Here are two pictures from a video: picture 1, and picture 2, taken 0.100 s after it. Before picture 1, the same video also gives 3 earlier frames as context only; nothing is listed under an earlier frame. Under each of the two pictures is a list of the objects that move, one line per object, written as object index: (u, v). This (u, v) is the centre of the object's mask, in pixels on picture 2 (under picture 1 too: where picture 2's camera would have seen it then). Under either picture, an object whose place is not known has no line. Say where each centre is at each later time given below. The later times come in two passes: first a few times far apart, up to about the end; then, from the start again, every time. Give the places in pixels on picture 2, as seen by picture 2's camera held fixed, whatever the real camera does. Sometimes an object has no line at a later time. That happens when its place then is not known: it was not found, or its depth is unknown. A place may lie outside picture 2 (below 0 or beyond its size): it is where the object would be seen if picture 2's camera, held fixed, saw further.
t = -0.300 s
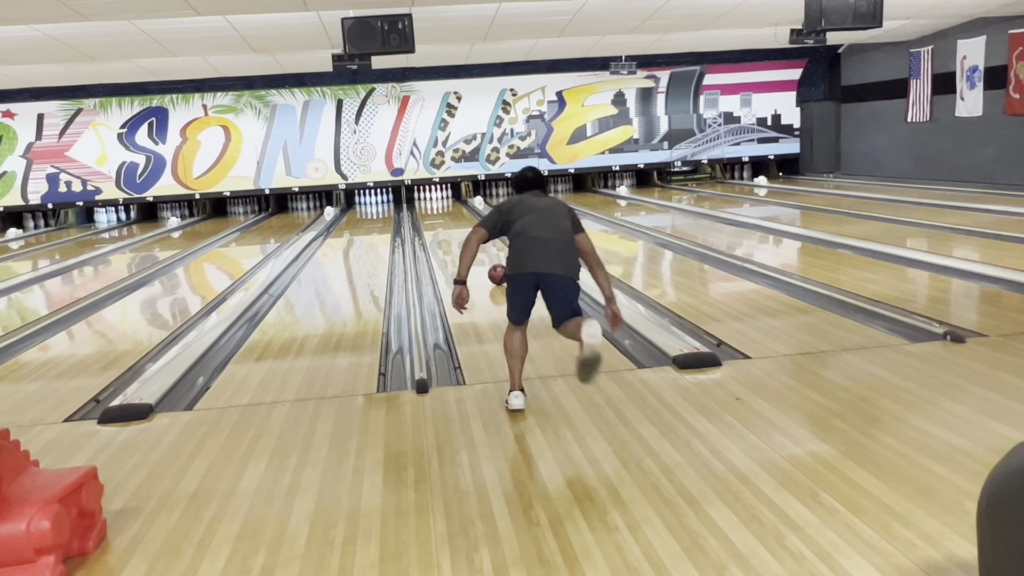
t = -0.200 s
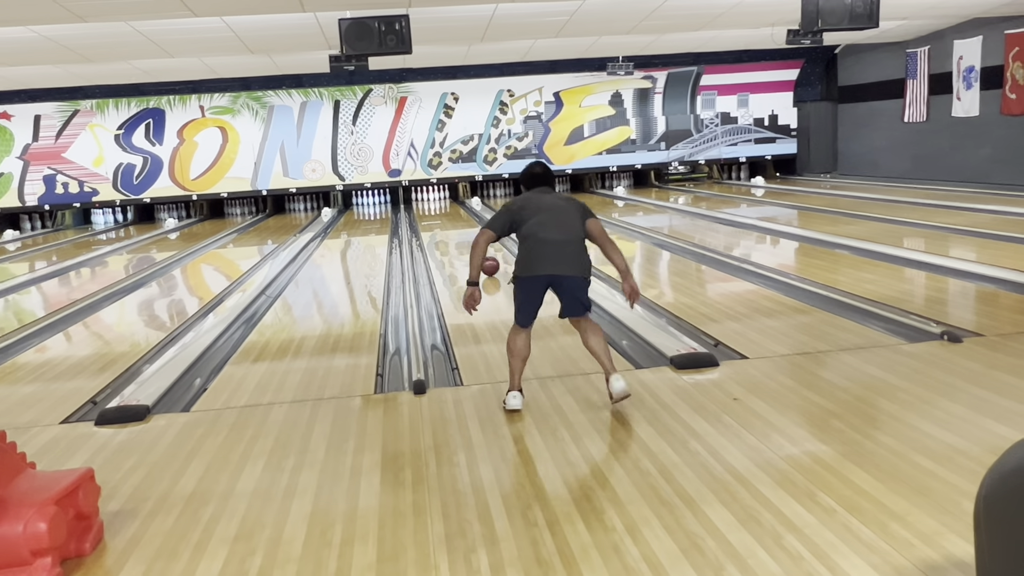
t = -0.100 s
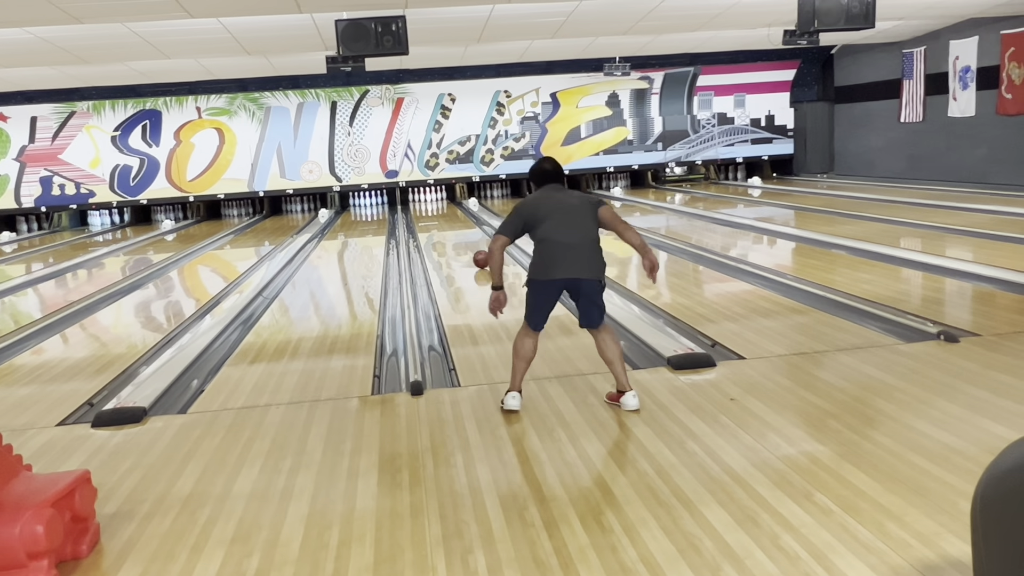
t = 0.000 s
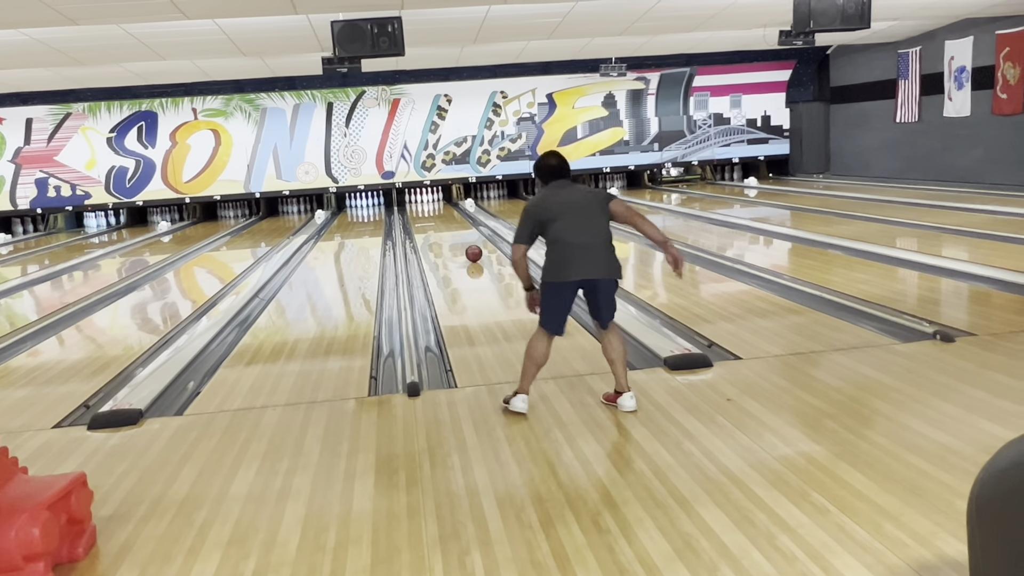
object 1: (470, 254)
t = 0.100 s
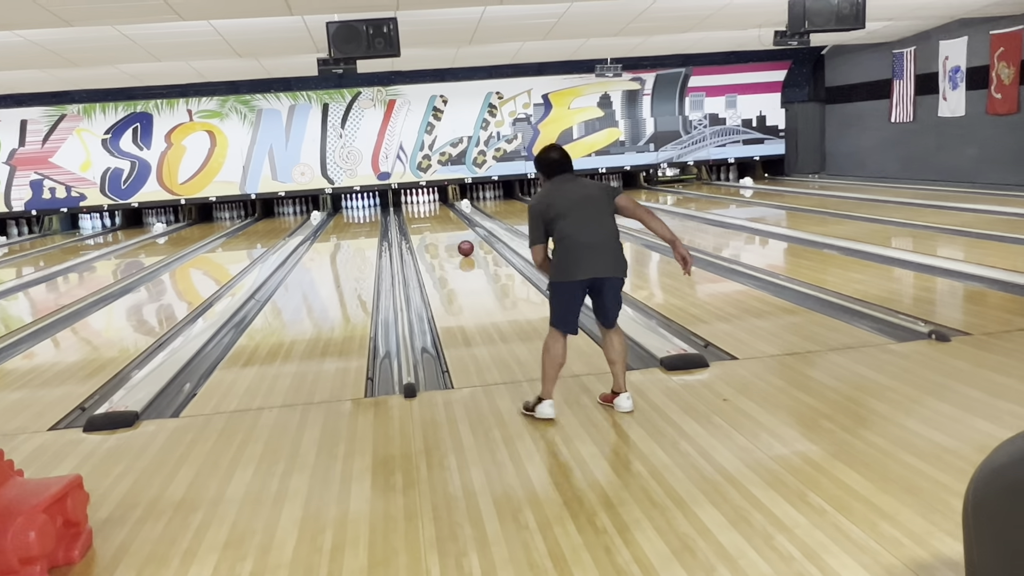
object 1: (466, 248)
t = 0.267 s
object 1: (460, 240)
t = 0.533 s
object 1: (451, 230)
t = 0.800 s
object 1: (444, 222)
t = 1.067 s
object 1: (439, 216)
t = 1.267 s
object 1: (435, 212)
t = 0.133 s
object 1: (465, 247)
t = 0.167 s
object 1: (463, 245)
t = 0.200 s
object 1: (462, 243)
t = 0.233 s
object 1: (461, 242)
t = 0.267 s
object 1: (460, 240)
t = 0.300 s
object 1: (459, 238)
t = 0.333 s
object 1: (457, 237)
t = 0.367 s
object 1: (456, 236)
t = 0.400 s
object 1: (455, 235)
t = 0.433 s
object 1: (454, 233)
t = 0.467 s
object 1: (453, 232)
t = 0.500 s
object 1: (452, 231)
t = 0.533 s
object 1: (451, 230)
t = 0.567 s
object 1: (450, 229)
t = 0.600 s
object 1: (449, 228)
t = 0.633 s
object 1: (448, 227)
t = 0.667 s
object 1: (448, 226)
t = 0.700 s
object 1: (447, 225)
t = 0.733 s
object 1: (446, 224)
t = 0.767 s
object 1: (445, 223)
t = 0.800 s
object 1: (444, 222)
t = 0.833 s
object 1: (443, 221)
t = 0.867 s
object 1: (443, 220)
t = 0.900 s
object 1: (442, 219)
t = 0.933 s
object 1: (441, 219)
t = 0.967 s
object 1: (440, 218)
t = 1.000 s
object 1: (440, 217)
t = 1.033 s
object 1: (439, 216)
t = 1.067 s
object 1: (439, 216)
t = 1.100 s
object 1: (438, 215)
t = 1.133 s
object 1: (437, 214)
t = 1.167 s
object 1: (437, 214)
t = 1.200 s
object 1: (436, 213)
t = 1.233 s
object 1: (435, 212)
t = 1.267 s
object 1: (435, 212)
